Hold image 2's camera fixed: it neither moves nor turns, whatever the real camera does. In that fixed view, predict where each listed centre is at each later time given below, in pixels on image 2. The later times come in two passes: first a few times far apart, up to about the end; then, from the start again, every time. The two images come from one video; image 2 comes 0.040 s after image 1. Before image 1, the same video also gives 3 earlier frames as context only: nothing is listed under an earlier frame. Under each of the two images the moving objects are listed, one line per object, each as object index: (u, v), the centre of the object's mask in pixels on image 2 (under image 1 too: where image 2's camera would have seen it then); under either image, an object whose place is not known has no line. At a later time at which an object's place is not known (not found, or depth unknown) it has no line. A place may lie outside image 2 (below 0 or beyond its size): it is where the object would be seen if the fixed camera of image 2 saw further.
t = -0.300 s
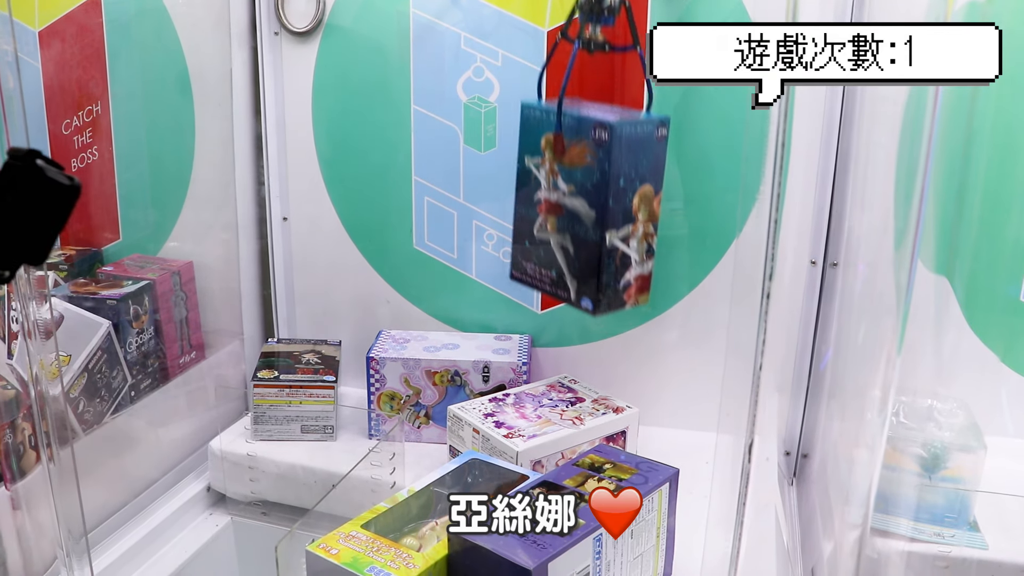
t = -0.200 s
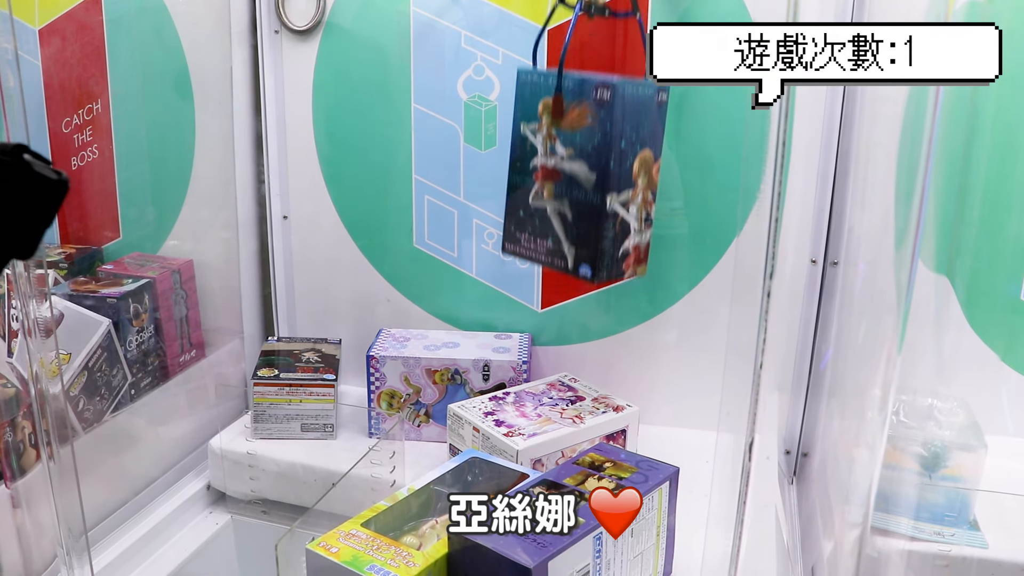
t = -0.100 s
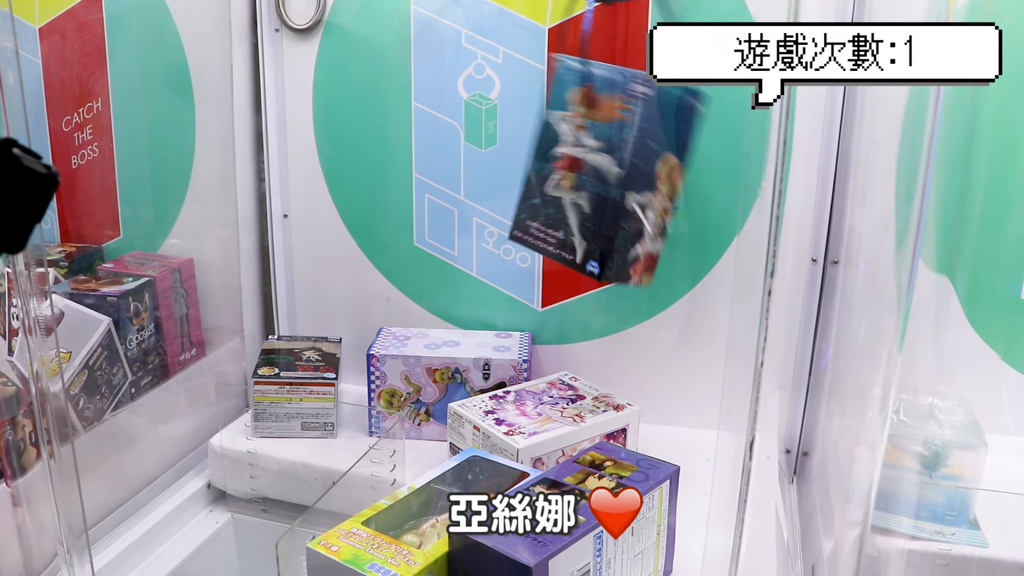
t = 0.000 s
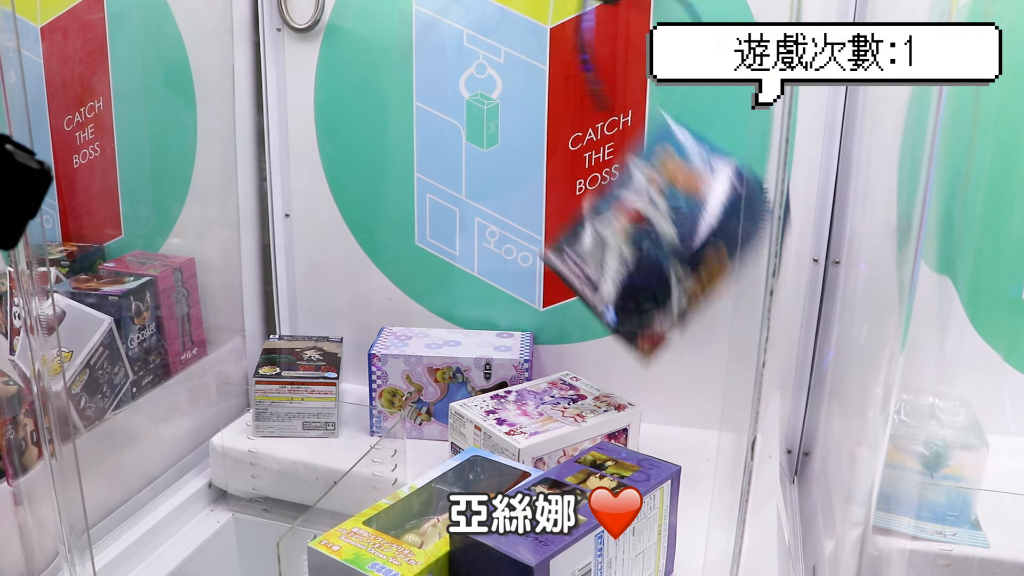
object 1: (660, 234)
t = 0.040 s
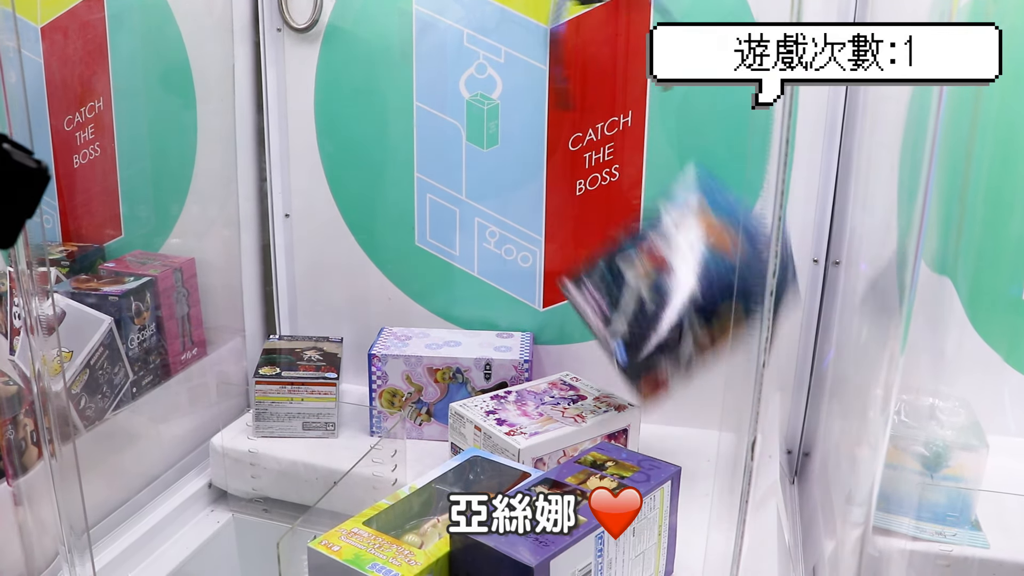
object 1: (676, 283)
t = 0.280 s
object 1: (675, 373)
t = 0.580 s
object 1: (672, 377)
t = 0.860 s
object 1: (671, 377)
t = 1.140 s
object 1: (671, 377)
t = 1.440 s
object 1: (673, 377)
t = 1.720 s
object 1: (675, 378)
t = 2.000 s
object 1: (678, 378)
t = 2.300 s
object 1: (680, 378)
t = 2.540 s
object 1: (679, 378)
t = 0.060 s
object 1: (680, 310)
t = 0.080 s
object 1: (682, 341)
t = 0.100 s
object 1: (703, 360)
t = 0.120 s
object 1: (710, 368)
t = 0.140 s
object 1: (711, 375)
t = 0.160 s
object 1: (708, 376)
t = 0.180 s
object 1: (703, 376)
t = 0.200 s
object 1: (699, 375)
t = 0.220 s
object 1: (679, 373)
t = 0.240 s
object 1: (676, 373)
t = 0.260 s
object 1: (675, 373)
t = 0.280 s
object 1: (675, 373)
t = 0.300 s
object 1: (674, 374)
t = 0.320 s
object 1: (674, 374)
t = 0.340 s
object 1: (673, 375)
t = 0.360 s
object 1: (672, 375)
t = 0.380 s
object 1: (672, 376)
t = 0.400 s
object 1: (672, 376)
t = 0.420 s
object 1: (672, 376)
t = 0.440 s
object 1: (672, 376)
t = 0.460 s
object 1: (672, 376)
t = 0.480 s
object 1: (672, 376)
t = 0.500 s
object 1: (672, 377)
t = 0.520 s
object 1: (672, 377)
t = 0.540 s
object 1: (672, 377)
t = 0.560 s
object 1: (672, 377)
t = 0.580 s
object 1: (672, 377)
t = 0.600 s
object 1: (671, 377)
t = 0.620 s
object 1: (671, 377)
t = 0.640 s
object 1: (672, 377)
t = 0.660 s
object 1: (671, 376)
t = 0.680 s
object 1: (671, 377)
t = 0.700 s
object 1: (671, 377)
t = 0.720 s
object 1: (671, 377)
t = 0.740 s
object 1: (671, 377)
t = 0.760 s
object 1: (671, 377)
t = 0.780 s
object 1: (671, 377)
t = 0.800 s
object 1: (671, 377)
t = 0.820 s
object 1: (671, 377)
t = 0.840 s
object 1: (671, 377)
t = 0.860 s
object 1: (671, 377)
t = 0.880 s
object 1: (671, 377)
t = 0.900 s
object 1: (671, 377)
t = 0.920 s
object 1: (671, 377)
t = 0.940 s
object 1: (671, 377)
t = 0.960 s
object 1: (671, 377)
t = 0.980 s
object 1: (671, 377)
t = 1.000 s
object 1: (671, 377)
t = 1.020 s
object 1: (671, 377)
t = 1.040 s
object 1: (671, 377)
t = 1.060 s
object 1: (671, 377)
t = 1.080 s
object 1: (671, 377)
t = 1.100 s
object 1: (671, 377)
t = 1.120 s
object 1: (671, 377)
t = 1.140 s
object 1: (671, 377)
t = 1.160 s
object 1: (671, 377)
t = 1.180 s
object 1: (671, 377)
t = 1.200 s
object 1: (672, 377)
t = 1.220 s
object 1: (671, 377)
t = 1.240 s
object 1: (672, 377)
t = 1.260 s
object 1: (672, 377)
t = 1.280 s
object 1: (672, 377)
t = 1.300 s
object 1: (672, 377)
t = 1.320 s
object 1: (672, 377)
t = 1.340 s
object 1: (672, 377)
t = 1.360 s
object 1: (672, 377)
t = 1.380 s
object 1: (673, 377)
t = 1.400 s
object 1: (673, 377)
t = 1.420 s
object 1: (673, 377)
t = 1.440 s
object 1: (673, 377)
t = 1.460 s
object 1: (674, 377)
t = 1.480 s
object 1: (674, 377)
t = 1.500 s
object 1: (674, 377)
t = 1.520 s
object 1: (674, 377)
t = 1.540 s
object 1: (674, 377)
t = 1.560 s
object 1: (674, 377)
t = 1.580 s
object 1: (674, 377)
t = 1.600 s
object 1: (674, 378)
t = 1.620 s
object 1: (675, 378)
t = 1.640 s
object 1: (674, 378)
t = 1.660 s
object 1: (675, 378)
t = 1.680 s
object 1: (675, 378)
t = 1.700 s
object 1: (675, 378)
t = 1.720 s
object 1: (675, 378)
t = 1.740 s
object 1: (675, 378)
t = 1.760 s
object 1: (676, 378)
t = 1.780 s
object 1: (676, 378)
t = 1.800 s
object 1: (676, 378)
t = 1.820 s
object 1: (676, 378)
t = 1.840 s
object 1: (677, 378)
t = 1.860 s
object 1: (677, 378)
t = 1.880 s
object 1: (677, 378)
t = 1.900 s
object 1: (677, 378)
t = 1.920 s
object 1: (678, 378)
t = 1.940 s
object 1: (678, 378)
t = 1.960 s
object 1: (678, 378)
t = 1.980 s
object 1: (678, 378)
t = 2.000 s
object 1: (678, 378)
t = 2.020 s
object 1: (678, 378)
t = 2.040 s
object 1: (679, 378)
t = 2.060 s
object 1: (679, 378)
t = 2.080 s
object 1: (679, 378)
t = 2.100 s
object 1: (679, 378)
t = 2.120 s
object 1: (679, 378)
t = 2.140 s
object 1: (679, 378)
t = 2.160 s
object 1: (679, 378)
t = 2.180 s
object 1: (679, 378)
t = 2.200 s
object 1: (679, 378)
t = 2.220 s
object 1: (679, 378)
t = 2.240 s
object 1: (679, 378)
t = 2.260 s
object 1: (679, 378)
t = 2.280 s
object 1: (680, 378)
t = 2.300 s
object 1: (680, 378)
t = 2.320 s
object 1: (680, 378)
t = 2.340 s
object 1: (680, 378)
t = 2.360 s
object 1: (680, 378)
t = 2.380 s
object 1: (680, 378)
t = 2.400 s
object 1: (680, 378)
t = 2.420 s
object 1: (679, 378)
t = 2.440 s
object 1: (680, 378)
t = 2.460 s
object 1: (680, 378)
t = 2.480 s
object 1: (679, 378)
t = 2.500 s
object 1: (679, 378)
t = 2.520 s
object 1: (679, 378)
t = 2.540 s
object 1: (679, 378)
